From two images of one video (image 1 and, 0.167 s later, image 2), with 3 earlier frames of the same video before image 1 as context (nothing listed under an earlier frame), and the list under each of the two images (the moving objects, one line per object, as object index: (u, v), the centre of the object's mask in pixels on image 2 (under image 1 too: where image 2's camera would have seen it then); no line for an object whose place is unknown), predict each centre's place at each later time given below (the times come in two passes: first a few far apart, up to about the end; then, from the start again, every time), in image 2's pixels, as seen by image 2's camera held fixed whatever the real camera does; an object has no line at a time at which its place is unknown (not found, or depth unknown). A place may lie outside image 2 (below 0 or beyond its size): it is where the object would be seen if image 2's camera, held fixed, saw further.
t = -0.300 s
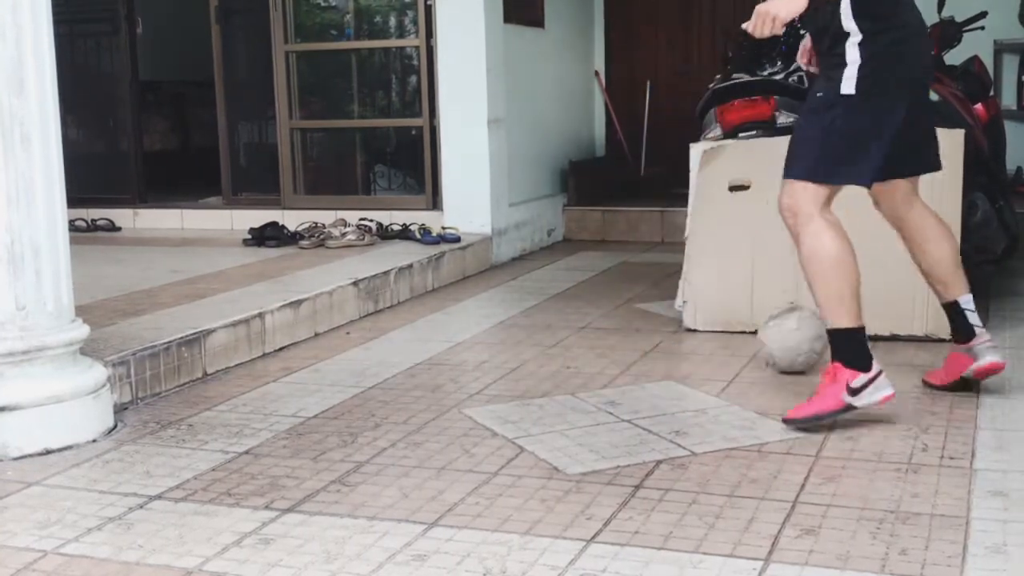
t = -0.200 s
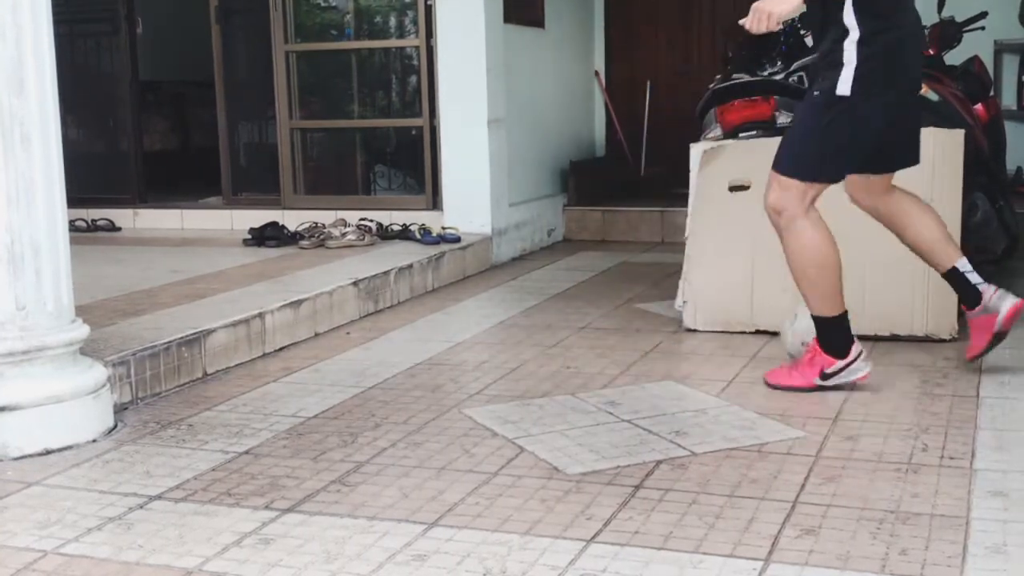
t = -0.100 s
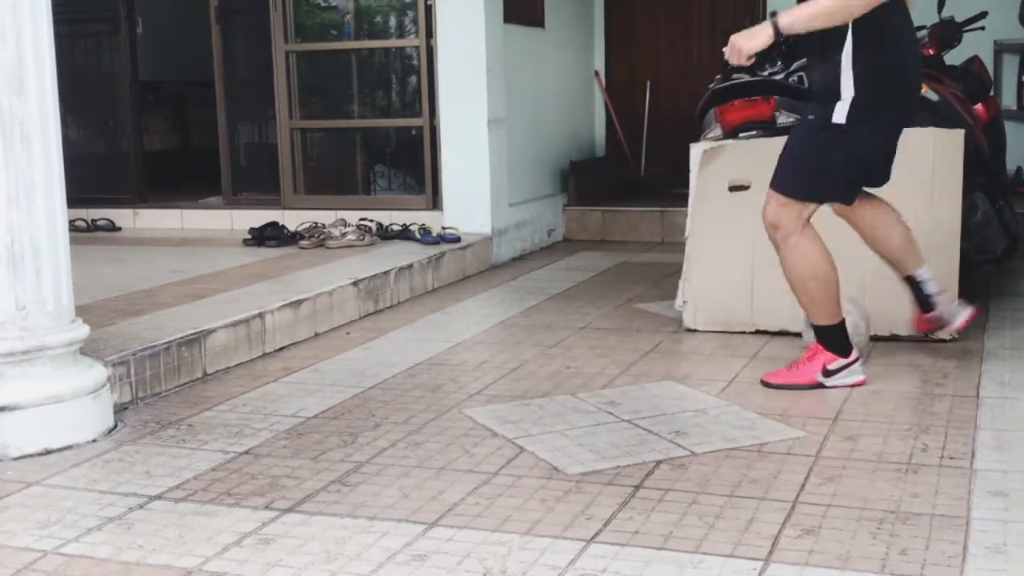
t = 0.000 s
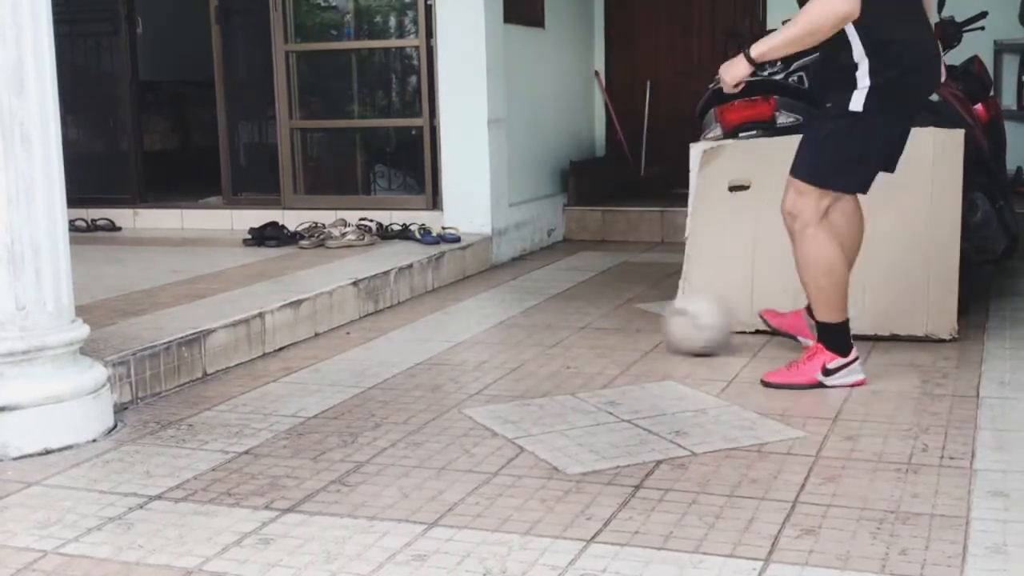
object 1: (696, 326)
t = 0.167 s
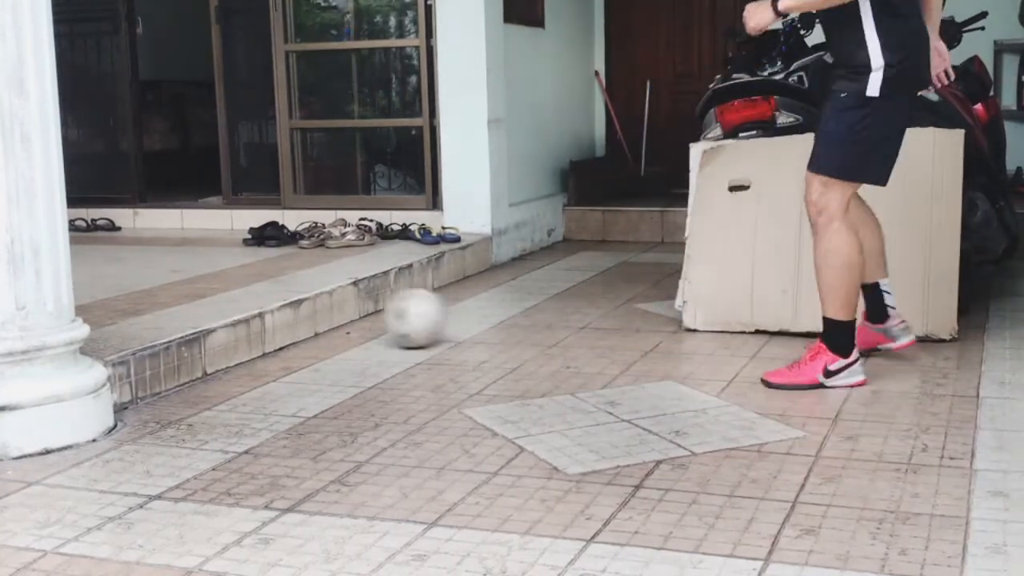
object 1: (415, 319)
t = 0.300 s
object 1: (362, 315)
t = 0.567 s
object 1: (543, 329)
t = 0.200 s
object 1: (366, 318)
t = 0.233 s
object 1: (317, 319)
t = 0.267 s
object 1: (336, 314)
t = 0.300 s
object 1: (362, 315)
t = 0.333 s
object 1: (390, 319)
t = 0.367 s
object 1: (414, 321)
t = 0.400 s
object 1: (438, 322)
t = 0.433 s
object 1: (460, 324)
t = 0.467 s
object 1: (483, 325)
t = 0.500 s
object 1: (503, 326)
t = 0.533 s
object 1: (525, 328)
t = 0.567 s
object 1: (543, 329)
